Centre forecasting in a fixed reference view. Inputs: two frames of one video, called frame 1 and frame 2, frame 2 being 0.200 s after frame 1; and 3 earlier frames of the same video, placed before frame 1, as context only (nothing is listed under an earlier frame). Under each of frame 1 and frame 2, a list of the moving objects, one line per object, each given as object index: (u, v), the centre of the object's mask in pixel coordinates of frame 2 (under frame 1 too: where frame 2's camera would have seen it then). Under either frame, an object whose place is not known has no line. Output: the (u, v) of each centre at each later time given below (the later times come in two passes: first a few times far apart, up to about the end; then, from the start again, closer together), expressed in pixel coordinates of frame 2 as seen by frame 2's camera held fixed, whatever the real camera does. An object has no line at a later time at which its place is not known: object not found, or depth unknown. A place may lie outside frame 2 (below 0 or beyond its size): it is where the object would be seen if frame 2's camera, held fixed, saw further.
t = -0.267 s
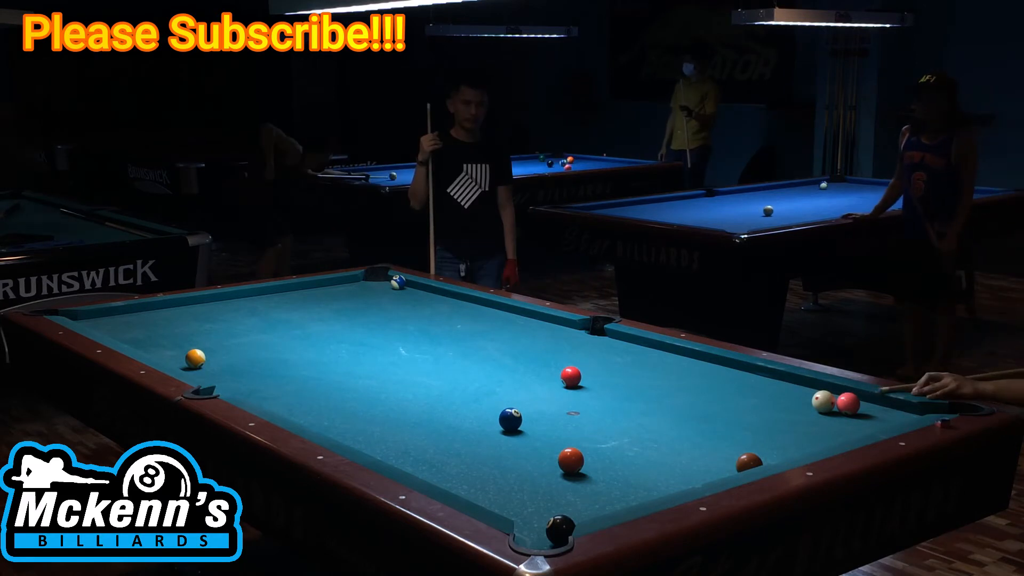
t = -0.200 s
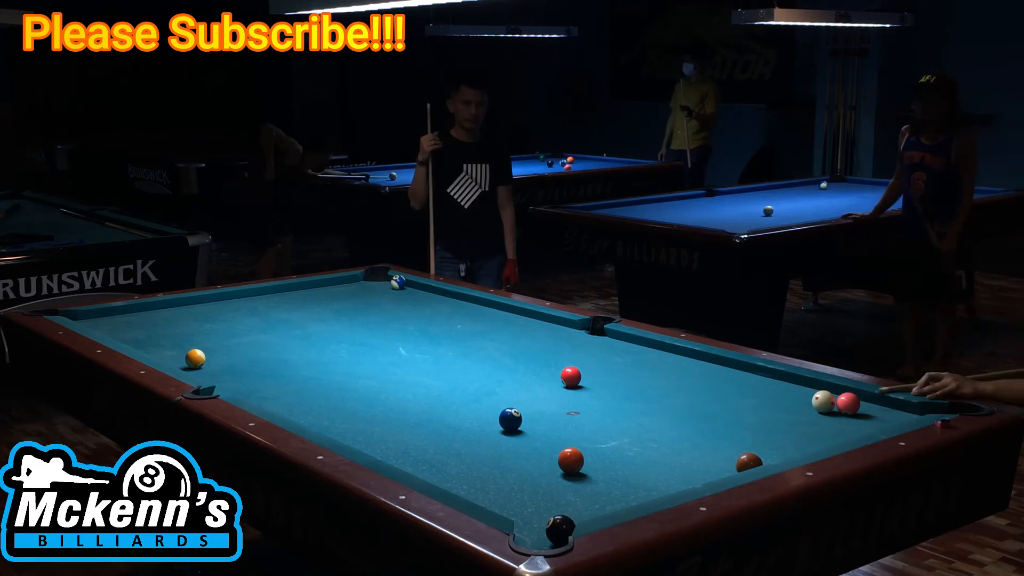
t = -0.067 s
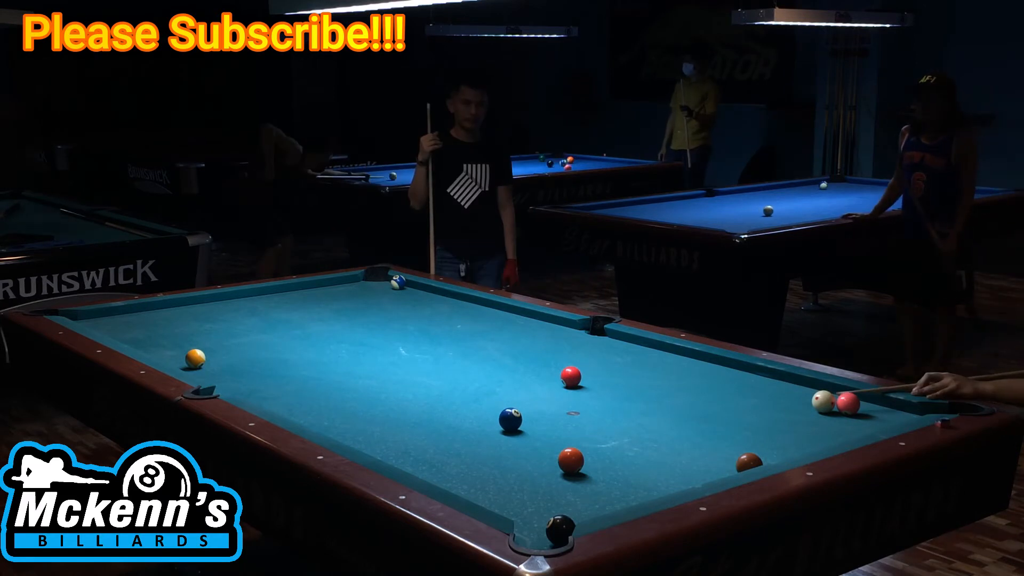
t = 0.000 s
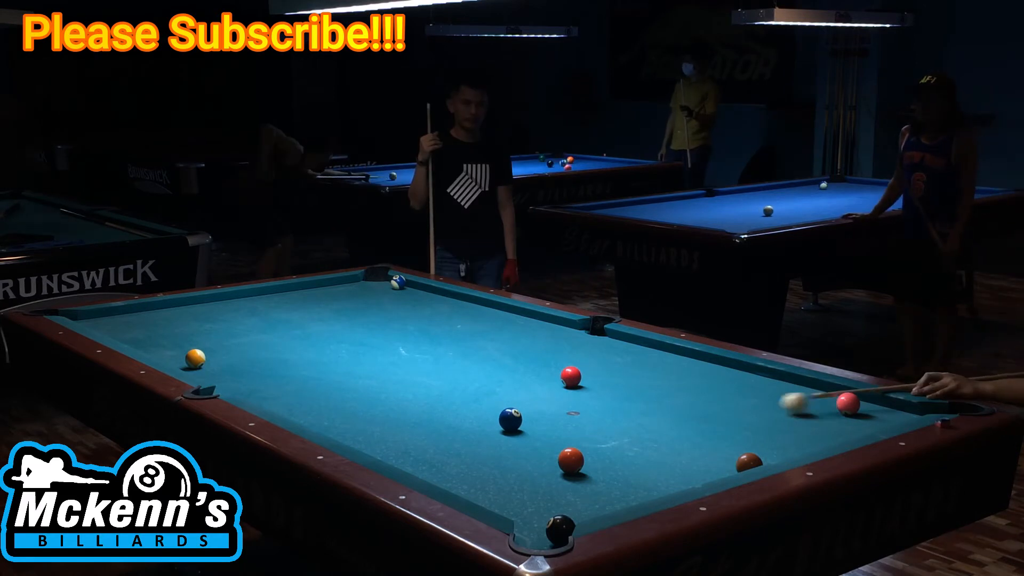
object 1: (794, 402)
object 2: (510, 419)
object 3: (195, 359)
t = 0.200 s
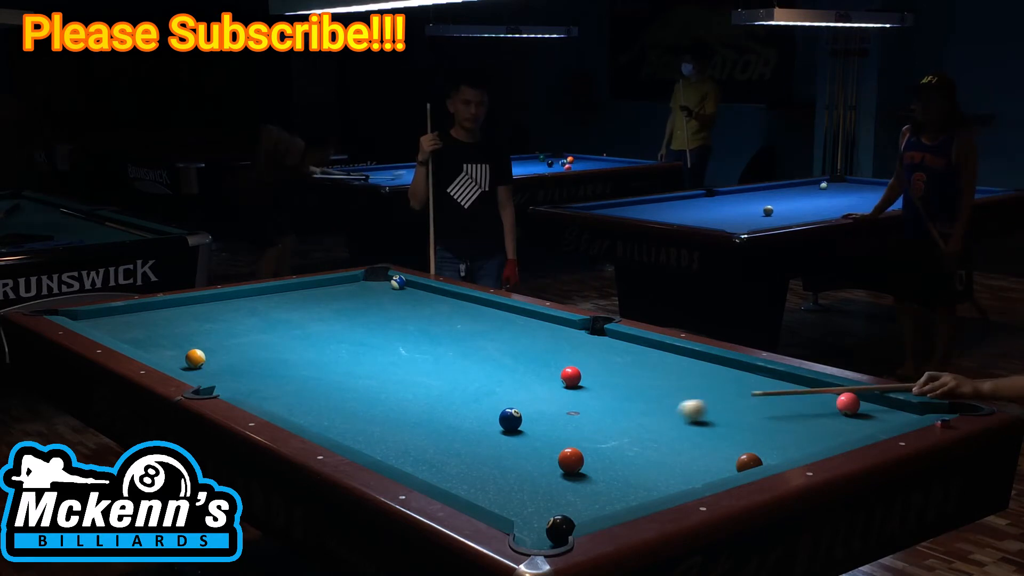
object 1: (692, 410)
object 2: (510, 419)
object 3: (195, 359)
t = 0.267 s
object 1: (658, 412)
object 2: (510, 419)
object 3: (195, 359)
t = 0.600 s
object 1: (513, 429)
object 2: (483, 416)
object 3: (195, 359)
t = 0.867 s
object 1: (446, 451)
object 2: (421, 409)
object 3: (195, 359)
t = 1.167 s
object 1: (420, 461)
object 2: (357, 402)
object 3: (195, 359)
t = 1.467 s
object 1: (471, 450)
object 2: (299, 396)
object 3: (195, 358)
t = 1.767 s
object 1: (516, 441)
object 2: (246, 389)
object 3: (195, 358)
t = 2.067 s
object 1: (556, 432)
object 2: (222, 382)
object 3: (195, 358)
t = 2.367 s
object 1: (592, 424)
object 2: (218, 374)
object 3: (195, 359)
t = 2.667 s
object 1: (624, 417)
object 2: (215, 366)
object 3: (195, 359)
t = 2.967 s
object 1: (652, 410)
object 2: (214, 359)
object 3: (194, 358)
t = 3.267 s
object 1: (678, 405)
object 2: (221, 355)
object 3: (189, 357)
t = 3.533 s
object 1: (699, 400)
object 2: (226, 352)
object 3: (186, 357)
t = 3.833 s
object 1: (719, 396)
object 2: (231, 349)
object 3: (185, 357)
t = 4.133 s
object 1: (738, 392)
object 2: (235, 347)
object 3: (185, 357)
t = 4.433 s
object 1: (753, 389)
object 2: (237, 345)
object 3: (185, 357)
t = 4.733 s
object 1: (767, 386)
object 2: (239, 343)
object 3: (185, 357)
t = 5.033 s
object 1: (778, 384)
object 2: (241, 343)
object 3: (185, 357)
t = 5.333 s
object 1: (787, 382)
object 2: (241, 343)
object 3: (185, 357)
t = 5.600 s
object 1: (793, 380)
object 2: (241, 343)
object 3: (185, 357)
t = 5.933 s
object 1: (794, 380)
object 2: (241, 343)
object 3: (185, 357)
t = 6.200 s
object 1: (793, 380)
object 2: (242, 343)
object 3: (185, 357)
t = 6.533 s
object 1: (793, 380)
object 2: (242, 343)
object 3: (185, 357)
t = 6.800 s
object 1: (793, 380)
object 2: (242, 343)
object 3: (185, 357)
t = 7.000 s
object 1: (793, 380)
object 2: (242, 343)
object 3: (185, 357)
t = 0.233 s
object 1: (675, 411)
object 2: (510, 419)
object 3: (195, 359)
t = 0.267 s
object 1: (658, 412)
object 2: (510, 419)
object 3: (195, 359)
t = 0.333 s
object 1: (623, 415)
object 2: (510, 419)
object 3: (195, 359)
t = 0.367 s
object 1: (606, 416)
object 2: (510, 419)
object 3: (195, 359)
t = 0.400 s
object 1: (589, 417)
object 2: (510, 419)
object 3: (195, 359)
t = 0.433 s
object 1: (571, 418)
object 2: (510, 419)
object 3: (195, 359)
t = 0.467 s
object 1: (553, 420)
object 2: (510, 419)
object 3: (195, 359)
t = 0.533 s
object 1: (527, 424)
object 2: (501, 418)
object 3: (195, 359)
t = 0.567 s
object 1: (521, 427)
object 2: (492, 417)
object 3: (195, 359)
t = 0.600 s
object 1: (513, 429)
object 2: (483, 416)
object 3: (195, 359)
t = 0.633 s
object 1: (505, 432)
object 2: (475, 415)
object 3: (195, 359)
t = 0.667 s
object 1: (497, 435)
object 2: (467, 414)
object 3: (195, 359)
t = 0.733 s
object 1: (480, 440)
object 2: (451, 413)
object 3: (195, 359)
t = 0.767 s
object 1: (472, 443)
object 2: (444, 412)
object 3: (195, 359)
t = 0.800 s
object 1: (463, 445)
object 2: (436, 411)
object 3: (195, 359)
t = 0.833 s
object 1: (454, 448)
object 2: (429, 410)
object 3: (195, 359)
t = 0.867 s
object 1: (446, 451)
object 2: (421, 409)
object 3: (195, 359)
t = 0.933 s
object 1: (427, 457)
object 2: (406, 408)
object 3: (195, 359)
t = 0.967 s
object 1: (419, 459)
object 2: (399, 407)
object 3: (195, 359)
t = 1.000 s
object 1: (410, 461)
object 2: (392, 406)
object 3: (195, 359)
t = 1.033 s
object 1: (402, 461)
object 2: (385, 405)
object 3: (195, 359)
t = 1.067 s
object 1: (403, 461)
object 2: (378, 404)
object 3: (195, 359)
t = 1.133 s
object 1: (414, 462)
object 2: (364, 403)
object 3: (195, 359)
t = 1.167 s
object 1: (420, 461)
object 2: (357, 402)
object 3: (195, 359)
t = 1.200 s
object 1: (426, 460)
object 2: (351, 402)
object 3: (195, 359)
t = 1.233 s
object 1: (432, 458)
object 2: (344, 401)
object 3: (195, 359)
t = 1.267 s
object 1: (438, 457)
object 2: (337, 400)
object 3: (195, 359)
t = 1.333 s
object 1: (449, 455)
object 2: (324, 398)
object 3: (195, 359)
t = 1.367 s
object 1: (455, 454)
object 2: (318, 398)
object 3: (195, 359)
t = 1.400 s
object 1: (460, 453)
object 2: (311, 397)
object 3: (195, 359)
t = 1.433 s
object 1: (466, 452)
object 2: (305, 396)
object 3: (195, 359)
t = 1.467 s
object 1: (471, 450)
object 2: (299, 396)
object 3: (195, 358)
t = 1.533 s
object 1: (481, 448)
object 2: (286, 394)
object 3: (195, 358)
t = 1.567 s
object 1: (486, 447)
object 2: (280, 394)
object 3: (195, 358)
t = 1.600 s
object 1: (492, 446)
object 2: (275, 393)
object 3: (195, 358)
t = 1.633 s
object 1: (496, 445)
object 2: (268, 392)
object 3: (195, 358)
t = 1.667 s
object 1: (501, 444)
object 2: (263, 392)
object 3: (195, 358)
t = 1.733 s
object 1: (511, 442)
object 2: (252, 390)
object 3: (195, 358)
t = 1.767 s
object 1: (516, 441)
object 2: (246, 389)
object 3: (195, 358)
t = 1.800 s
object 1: (521, 440)
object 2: (240, 388)
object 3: (195, 358)
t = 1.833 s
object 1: (525, 439)
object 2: (234, 387)
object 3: (195, 359)
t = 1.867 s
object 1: (530, 438)
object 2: (229, 386)
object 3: (195, 359)
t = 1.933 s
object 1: (539, 436)
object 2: (224, 386)
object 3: (195, 358)
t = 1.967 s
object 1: (543, 435)
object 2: (223, 385)
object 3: (195, 359)
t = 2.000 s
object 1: (547, 434)
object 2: (223, 384)
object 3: (195, 359)
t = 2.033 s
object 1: (552, 433)
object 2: (222, 383)
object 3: (195, 358)
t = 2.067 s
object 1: (556, 432)
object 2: (222, 382)
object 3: (195, 358)
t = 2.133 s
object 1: (564, 430)
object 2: (221, 380)
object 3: (195, 359)
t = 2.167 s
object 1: (568, 429)
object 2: (221, 379)
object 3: (195, 359)
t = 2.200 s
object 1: (572, 428)
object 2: (220, 378)
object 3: (195, 359)
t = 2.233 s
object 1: (576, 427)
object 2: (220, 377)
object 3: (195, 358)
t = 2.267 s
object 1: (580, 427)
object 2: (219, 376)
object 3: (195, 359)
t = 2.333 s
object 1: (588, 425)
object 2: (219, 375)
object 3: (195, 359)
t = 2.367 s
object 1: (592, 424)
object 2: (218, 374)
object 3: (195, 359)
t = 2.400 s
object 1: (596, 423)
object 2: (218, 373)
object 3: (195, 359)
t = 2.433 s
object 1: (599, 422)
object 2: (218, 372)
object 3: (195, 359)
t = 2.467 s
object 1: (603, 422)
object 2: (217, 371)
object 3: (195, 359)
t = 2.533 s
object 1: (610, 420)
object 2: (216, 369)
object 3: (195, 359)
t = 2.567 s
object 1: (613, 419)
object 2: (216, 368)
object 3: (195, 359)
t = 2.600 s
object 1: (617, 418)
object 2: (216, 368)
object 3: (195, 359)
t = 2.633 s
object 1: (620, 418)
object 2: (215, 367)
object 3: (195, 359)
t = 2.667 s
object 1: (624, 417)
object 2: (215, 366)
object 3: (195, 359)
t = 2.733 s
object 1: (630, 415)
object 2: (214, 365)
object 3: (195, 358)
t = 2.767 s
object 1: (633, 415)
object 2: (214, 364)
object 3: (195, 359)
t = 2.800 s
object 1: (637, 414)
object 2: (213, 363)
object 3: (195, 358)
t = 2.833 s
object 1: (640, 413)
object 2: (214, 362)
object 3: (195, 358)
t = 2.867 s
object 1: (643, 413)
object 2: (213, 361)
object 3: (195, 358)
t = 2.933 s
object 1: (649, 411)
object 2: (213, 360)
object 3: (194, 358)
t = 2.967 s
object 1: (652, 410)
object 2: (214, 359)
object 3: (194, 358)
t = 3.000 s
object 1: (655, 410)
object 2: (215, 359)
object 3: (193, 358)
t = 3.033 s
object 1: (659, 409)
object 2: (216, 358)
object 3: (192, 358)
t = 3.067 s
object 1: (661, 408)
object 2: (217, 358)
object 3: (192, 358)
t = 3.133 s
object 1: (667, 407)
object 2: (218, 357)
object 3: (191, 358)
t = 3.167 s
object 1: (670, 407)
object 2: (219, 357)
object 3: (190, 358)
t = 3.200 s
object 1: (672, 406)
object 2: (219, 356)
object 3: (190, 358)
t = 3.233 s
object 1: (675, 405)
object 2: (220, 356)
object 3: (189, 357)
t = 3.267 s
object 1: (678, 405)
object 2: (221, 355)
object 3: (189, 357)
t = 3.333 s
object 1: (683, 404)
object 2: (222, 354)
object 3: (188, 357)
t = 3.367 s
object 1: (686, 403)
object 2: (223, 354)
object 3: (187, 357)
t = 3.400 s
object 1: (688, 402)
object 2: (223, 354)
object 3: (187, 357)
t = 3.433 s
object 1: (691, 402)
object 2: (224, 353)
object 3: (187, 357)
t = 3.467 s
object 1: (693, 402)
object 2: (225, 353)
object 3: (186, 357)
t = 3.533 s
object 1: (699, 400)
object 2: (226, 352)
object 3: (186, 357)
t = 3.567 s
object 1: (701, 400)
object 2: (227, 351)
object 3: (186, 357)
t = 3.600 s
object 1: (703, 399)
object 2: (227, 351)
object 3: (185, 357)
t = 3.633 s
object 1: (705, 399)
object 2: (228, 351)
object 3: (185, 357)
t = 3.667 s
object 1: (708, 399)
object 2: (228, 350)
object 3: (185, 357)
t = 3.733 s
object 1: (712, 397)
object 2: (229, 350)
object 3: (185, 357)
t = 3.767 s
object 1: (715, 397)
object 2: (230, 349)
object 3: (185, 357)
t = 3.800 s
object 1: (717, 396)
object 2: (230, 349)
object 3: (185, 357)
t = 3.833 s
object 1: (719, 396)
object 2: (231, 349)
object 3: (185, 357)
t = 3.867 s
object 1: (721, 396)
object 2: (231, 349)
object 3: (185, 357)
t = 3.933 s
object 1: (725, 395)
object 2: (232, 348)
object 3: (185, 357)
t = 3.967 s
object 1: (728, 394)
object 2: (233, 348)
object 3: (185, 357)
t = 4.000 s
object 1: (730, 394)
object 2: (233, 348)
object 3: (185, 357)
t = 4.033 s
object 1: (732, 394)
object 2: (233, 347)
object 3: (185, 357)
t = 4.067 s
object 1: (734, 393)
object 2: (234, 347)
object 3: (185, 357)
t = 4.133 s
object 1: (738, 392)
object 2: (235, 347)
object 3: (185, 357)
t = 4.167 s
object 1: (739, 392)
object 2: (235, 346)
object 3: (185, 357)
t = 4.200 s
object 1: (742, 392)
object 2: (235, 346)
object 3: (185, 357)
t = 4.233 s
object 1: (743, 391)
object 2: (236, 346)
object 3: (185, 357)
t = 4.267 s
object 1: (745, 391)
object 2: (236, 346)
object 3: (185, 357)
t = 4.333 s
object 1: (749, 390)
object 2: (237, 345)
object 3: (185, 357)
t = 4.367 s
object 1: (750, 390)
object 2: (237, 345)
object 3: (185, 357)
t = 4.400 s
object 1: (752, 389)
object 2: (237, 345)
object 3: (185, 357)
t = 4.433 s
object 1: (753, 389)
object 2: (237, 345)
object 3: (185, 357)
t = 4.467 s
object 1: (755, 389)
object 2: (238, 345)
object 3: (185, 357)
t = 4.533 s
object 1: (758, 388)
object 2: (238, 344)
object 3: (185, 357)
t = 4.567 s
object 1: (760, 388)
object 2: (238, 344)
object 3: (185, 357)
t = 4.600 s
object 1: (761, 387)
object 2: (239, 344)
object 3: (185, 357)
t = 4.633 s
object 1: (763, 387)
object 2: (239, 344)
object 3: (185, 357)
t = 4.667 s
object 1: (764, 387)
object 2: (239, 343)
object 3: (185, 357)
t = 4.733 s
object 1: (767, 386)
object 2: (239, 343)
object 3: (185, 357)
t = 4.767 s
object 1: (768, 386)
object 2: (240, 343)
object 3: (185, 357)
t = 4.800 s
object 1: (770, 386)
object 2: (240, 343)
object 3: (185, 357)
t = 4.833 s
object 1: (771, 385)
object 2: (240, 343)
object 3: (185, 357)
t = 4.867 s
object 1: (772, 385)
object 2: (240, 343)
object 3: (185, 357)
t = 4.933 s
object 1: (774, 384)
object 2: (240, 343)
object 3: (185, 357)
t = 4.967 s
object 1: (776, 384)
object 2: (240, 343)
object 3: (185, 357)
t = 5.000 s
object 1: (777, 384)
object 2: (241, 343)
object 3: (185, 357)
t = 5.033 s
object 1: (778, 384)
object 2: (241, 343)
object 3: (185, 357)
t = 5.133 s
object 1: (781, 383)
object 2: (241, 343)
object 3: (185, 357)
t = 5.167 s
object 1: (782, 383)
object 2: (241, 343)
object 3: (185, 357)
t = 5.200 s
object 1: (783, 382)
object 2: (241, 343)
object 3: (185, 357)
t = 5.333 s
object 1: (787, 382)
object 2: (241, 343)
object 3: (185, 357)
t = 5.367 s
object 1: (787, 382)
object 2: (241, 343)
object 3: (185, 357)
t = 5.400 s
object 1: (788, 381)
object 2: (241, 343)
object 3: (185, 357)
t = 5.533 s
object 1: (791, 380)
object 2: (241, 343)
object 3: (185, 357)
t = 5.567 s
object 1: (792, 380)
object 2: (241, 343)
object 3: (185, 357)
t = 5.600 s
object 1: (793, 380)
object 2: (241, 343)
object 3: (185, 357)
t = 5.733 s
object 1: (795, 380)
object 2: (241, 343)
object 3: (185, 357)
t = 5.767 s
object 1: (795, 380)
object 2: (241, 343)
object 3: (185, 357)
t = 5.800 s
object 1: (795, 380)
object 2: (241, 343)
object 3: (185, 357)
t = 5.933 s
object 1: (794, 380)
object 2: (241, 343)
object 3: (185, 357)
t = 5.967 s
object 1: (794, 380)
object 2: (241, 343)
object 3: (185, 357)
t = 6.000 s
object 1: (794, 380)
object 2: (241, 343)
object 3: (185, 357)
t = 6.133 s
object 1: (793, 380)
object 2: (241, 343)
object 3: (185, 357)
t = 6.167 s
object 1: (793, 380)
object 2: (241, 343)
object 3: (185, 357)
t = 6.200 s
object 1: (793, 380)
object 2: (242, 343)
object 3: (185, 357)
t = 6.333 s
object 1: (793, 380)
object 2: (242, 343)
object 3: (185, 357)
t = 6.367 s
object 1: (793, 380)
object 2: (242, 343)
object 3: (185, 357)
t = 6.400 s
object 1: (793, 380)
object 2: (242, 343)
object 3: (185, 357)
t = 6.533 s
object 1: (793, 380)
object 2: (242, 343)
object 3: (185, 357)
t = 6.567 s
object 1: (793, 380)
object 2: (242, 343)
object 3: (185, 357)
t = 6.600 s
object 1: (793, 380)
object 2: (242, 343)
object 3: (185, 357)
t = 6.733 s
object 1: (793, 380)
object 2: (242, 343)
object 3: (185, 357)
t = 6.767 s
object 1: (793, 380)
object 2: (242, 343)
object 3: (185, 357)
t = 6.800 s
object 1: (793, 380)
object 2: (242, 343)
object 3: (185, 357)
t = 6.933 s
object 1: (793, 380)
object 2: (242, 343)
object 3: (185, 357)
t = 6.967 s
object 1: (793, 380)
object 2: (242, 343)
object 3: (185, 357)
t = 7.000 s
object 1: (793, 380)
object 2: (242, 343)
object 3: (185, 357)
